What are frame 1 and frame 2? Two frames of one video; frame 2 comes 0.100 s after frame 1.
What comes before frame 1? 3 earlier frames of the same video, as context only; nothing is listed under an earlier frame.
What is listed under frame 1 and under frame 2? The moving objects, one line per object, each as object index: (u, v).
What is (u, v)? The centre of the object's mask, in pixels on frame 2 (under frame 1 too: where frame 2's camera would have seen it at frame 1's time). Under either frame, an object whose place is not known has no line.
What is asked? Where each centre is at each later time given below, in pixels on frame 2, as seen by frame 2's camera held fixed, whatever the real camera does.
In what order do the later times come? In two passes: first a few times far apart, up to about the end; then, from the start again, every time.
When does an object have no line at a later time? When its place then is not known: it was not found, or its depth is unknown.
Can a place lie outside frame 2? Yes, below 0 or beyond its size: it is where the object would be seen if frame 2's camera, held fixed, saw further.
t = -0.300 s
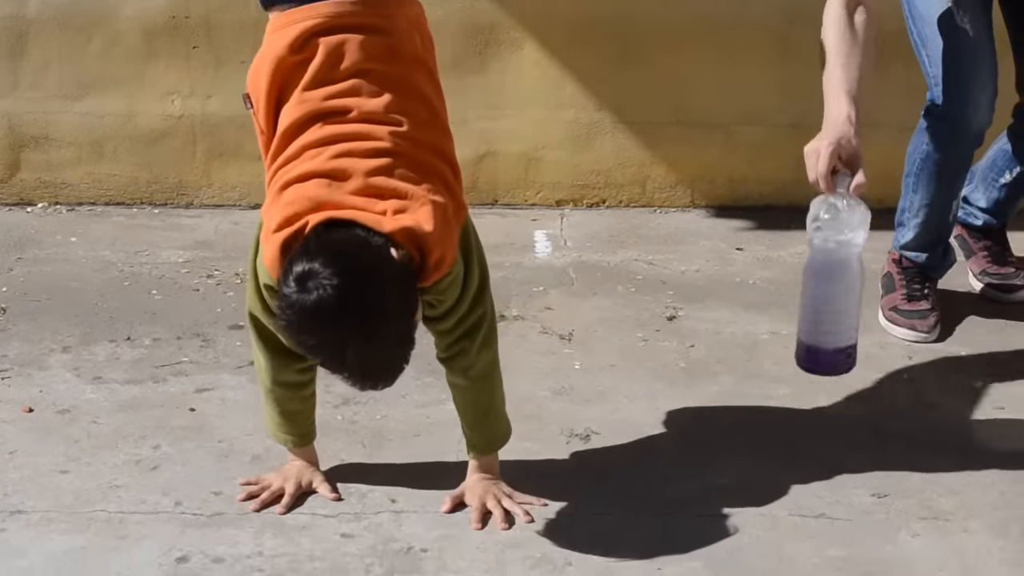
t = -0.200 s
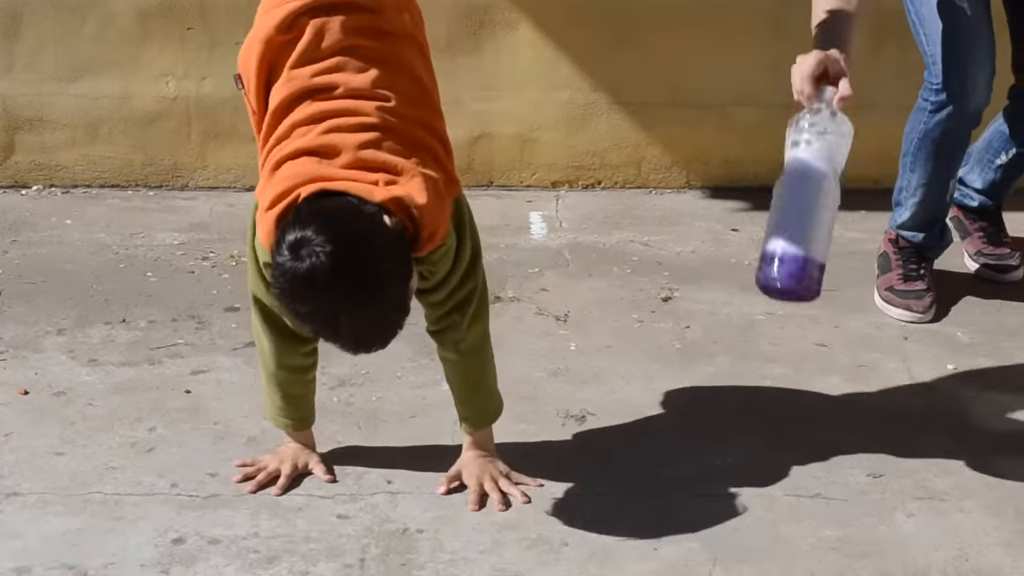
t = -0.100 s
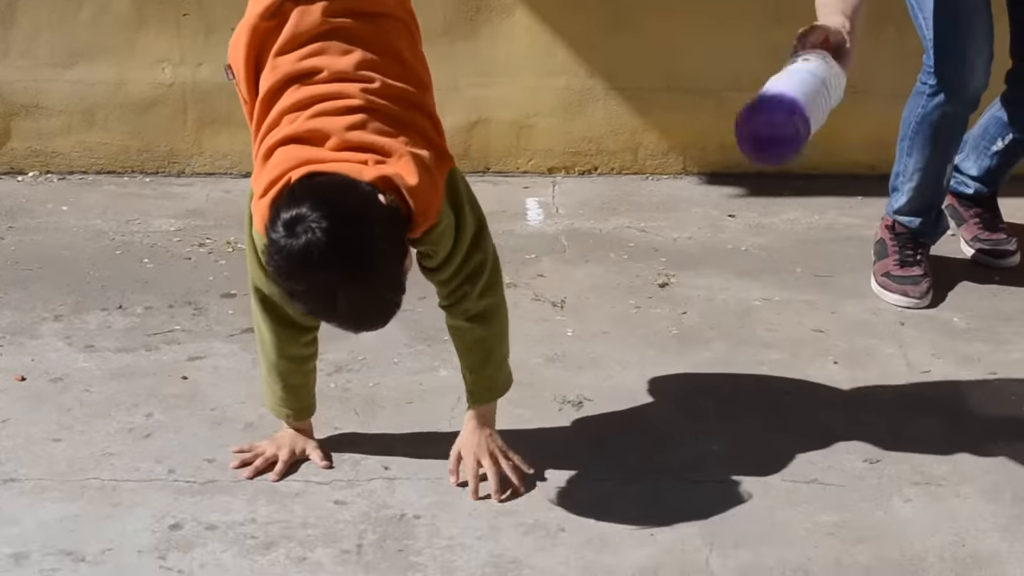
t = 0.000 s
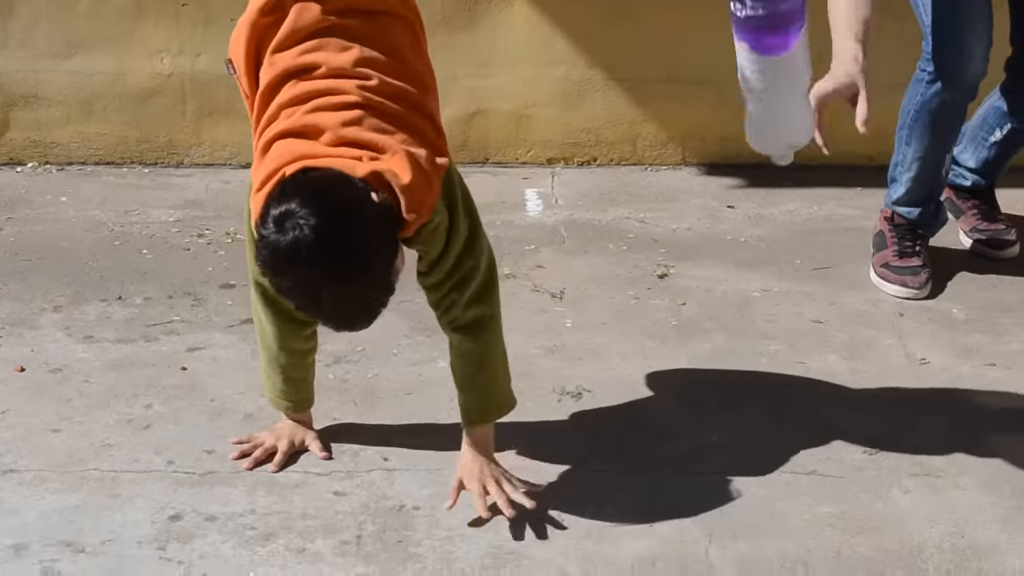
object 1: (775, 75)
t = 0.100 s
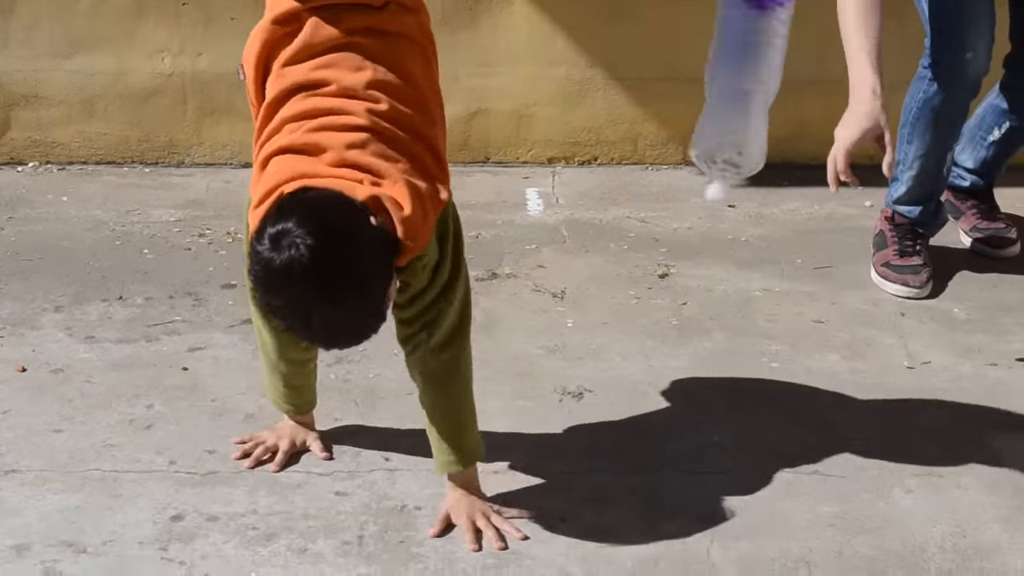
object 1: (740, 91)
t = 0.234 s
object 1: (708, 93)
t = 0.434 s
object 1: (683, 422)
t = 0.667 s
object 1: (661, 509)
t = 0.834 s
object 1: (655, 509)
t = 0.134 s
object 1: (728, 86)
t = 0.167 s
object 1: (721, 80)
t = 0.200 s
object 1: (717, 77)
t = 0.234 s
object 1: (708, 93)
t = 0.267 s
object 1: (702, 117)
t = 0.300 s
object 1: (699, 152)
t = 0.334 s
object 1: (695, 200)
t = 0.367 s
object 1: (692, 261)
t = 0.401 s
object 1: (688, 338)
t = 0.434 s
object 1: (683, 422)
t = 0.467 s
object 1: (682, 464)
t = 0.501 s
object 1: (679, 486)
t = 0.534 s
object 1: (672, 499)
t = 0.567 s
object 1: (670, 498)
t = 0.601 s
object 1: (666, 505)
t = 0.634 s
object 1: (663, 510)
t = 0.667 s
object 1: (661, 509)
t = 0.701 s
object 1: (659, 509)
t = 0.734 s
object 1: (658, 509)
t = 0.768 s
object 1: (657, 509)
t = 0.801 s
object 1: (656, 509)
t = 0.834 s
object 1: (655, 509)
